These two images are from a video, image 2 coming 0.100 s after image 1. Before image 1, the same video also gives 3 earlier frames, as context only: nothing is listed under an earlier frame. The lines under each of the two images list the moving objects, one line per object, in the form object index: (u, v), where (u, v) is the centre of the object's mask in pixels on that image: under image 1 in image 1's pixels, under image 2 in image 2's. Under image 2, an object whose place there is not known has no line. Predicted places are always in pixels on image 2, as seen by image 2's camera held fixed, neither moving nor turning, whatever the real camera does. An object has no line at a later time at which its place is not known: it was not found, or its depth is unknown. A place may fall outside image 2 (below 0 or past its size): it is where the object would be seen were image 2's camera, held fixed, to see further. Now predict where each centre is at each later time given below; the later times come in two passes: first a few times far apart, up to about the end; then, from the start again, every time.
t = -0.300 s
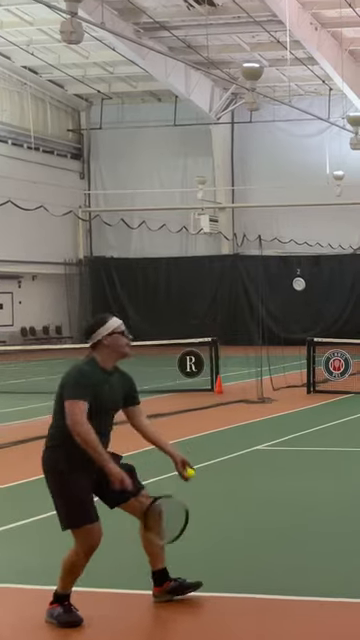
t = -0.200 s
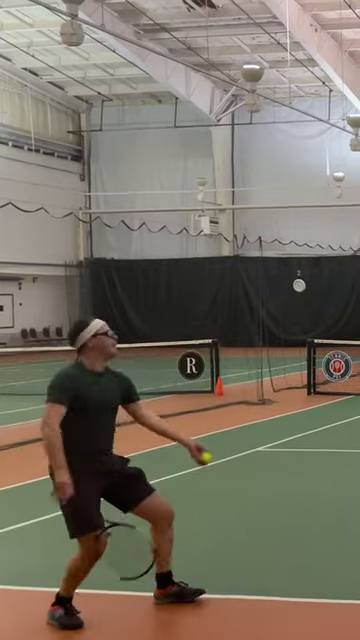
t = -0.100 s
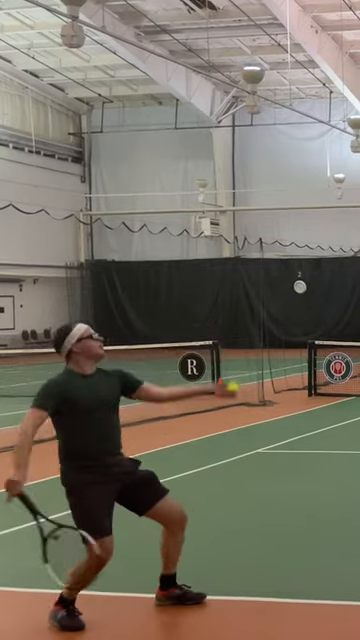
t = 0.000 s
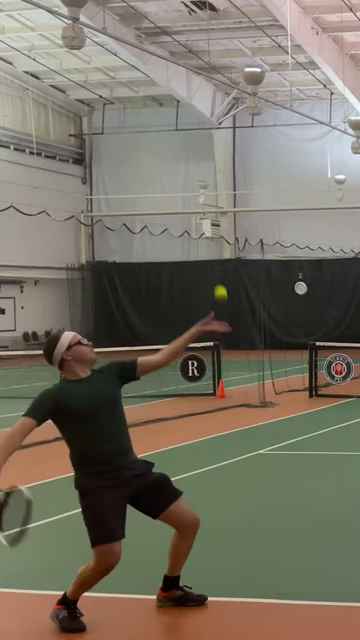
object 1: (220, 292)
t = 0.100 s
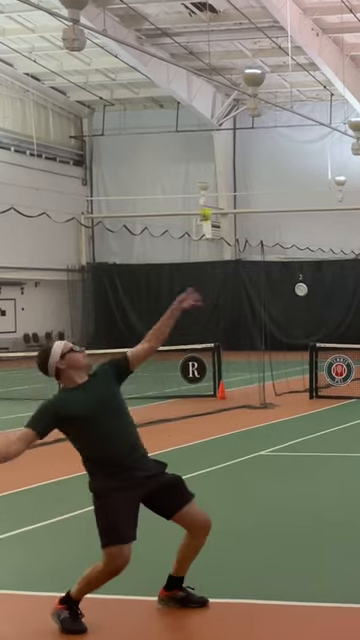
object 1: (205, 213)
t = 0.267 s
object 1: (181, 117)
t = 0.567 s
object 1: (143, 61)
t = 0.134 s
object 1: (200, 188)
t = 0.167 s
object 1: (195, 168)
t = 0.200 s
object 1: (190, 149)
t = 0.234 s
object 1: (186, 133)
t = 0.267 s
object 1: (181, 117)
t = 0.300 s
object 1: (176, 103)
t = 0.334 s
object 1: (172, 92)
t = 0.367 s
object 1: (168, 82)
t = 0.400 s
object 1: (163, 74)
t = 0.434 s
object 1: (159, 67)
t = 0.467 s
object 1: (154, 63)
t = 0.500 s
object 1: (151, 61)
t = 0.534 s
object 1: (147, 60)
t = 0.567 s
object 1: (143, 61)
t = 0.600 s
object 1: (138, 63)
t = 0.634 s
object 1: (135, 68)
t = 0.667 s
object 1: (131, 75)
